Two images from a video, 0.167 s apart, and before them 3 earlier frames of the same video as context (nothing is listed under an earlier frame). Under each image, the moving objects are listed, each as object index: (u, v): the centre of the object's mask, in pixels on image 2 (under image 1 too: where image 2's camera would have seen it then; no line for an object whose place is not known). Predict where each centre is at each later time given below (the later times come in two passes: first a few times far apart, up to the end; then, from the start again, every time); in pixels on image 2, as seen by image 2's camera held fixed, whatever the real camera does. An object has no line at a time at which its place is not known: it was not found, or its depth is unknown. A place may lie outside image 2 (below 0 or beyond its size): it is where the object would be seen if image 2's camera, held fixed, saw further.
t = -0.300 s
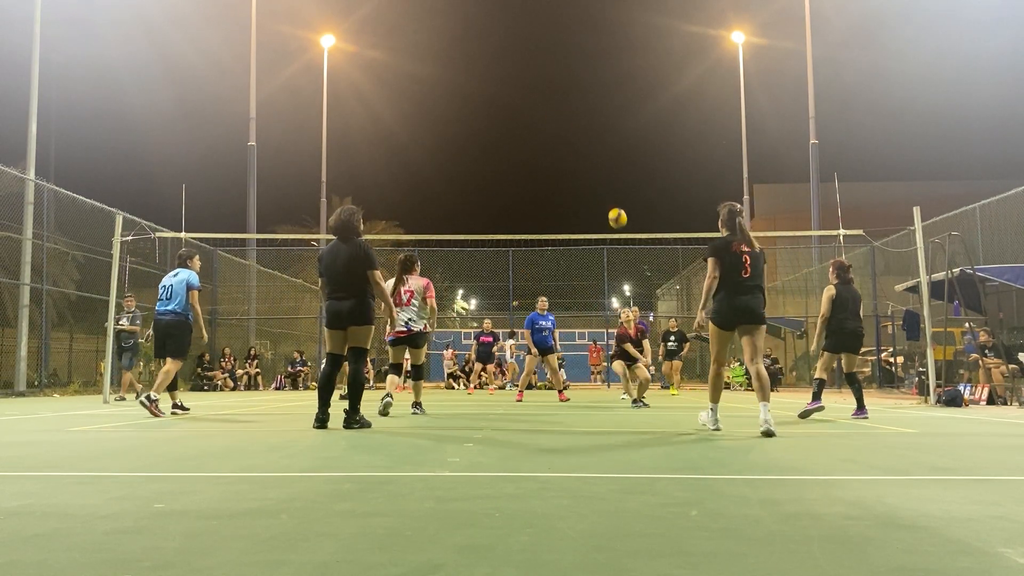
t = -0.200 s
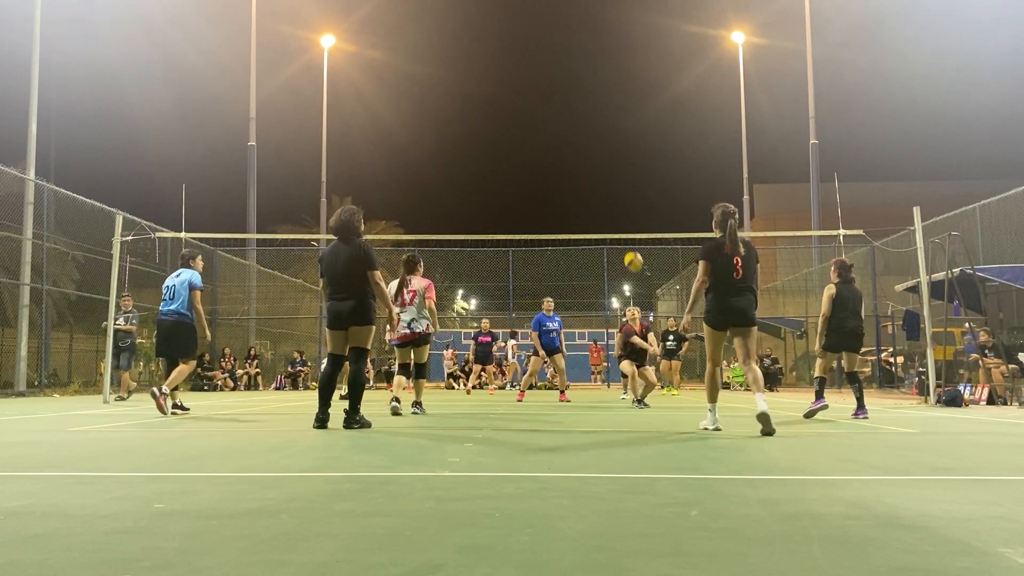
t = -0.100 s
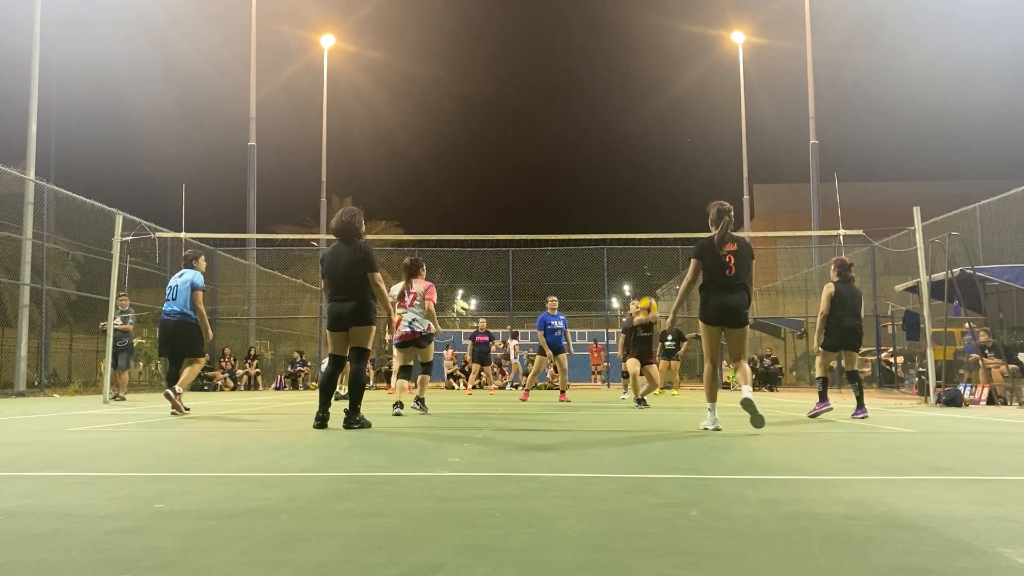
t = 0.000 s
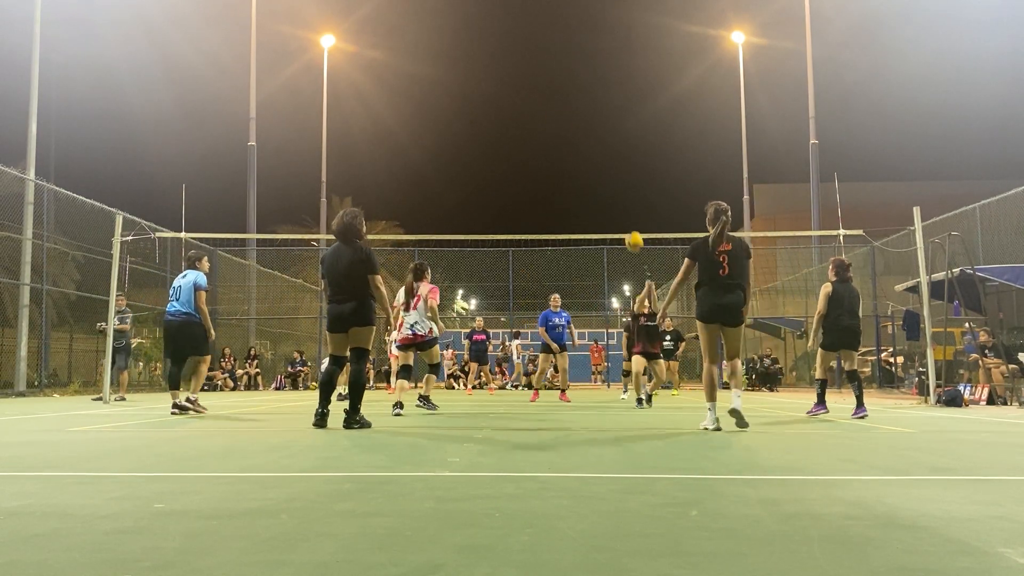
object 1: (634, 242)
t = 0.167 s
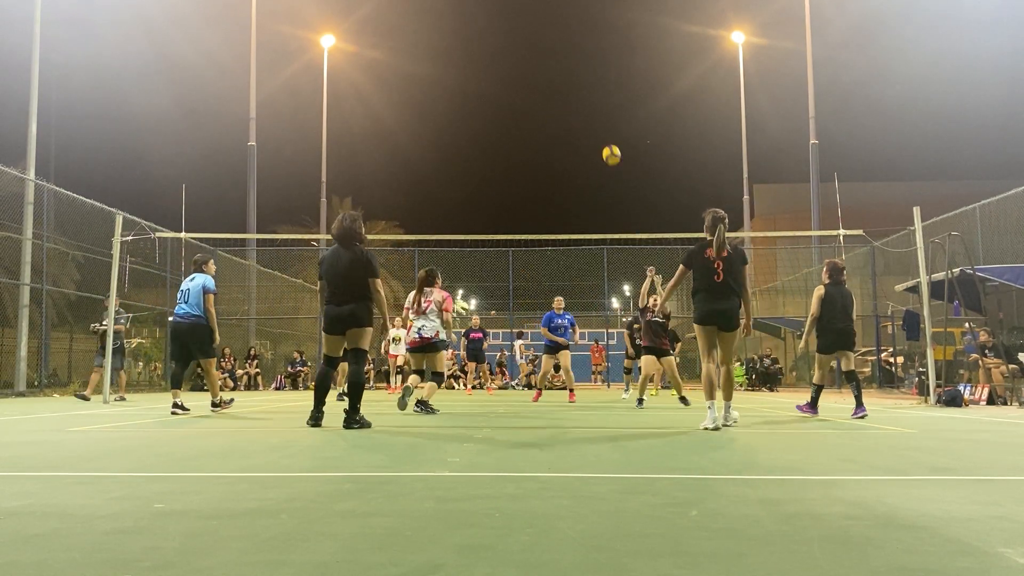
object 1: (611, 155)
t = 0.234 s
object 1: (603, 128)
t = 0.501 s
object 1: (569, 60)
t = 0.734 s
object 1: (542, 47)
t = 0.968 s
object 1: (515, 76)
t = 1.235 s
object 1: (488, 155)
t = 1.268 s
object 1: (484, 169)
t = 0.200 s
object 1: (607, 141)
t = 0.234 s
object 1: (603, 128)
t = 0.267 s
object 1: (598, 116)
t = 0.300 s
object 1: (594, 105)
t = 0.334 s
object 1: (590, 95)
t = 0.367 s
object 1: (585, 86)
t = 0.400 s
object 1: (581, 78)
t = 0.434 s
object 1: (577, 71)
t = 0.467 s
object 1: (573, 65)
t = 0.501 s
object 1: (569, 60)
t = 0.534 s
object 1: (565, 55)
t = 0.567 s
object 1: (561, 52)
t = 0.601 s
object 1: (557, 49)
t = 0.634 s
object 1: (553, 47)
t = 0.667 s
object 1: (549, 46)
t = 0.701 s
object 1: (545, 46)
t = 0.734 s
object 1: (542, 47)
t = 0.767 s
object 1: (538, 49)
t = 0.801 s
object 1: (534, 51)
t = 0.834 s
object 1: (530, 54)
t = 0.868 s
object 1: (527, 58)
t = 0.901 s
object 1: (523, 63)
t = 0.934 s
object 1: (519, 69)
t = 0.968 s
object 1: (515, 76)
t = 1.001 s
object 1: (512, 83)
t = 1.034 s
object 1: (508, 91)
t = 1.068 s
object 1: (505, 100)
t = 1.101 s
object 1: (501, 109)
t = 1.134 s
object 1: (498, 120)
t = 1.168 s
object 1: (494, 130)
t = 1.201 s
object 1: (491, 143)
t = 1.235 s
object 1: (488, 155)
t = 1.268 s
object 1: (484, 169)
